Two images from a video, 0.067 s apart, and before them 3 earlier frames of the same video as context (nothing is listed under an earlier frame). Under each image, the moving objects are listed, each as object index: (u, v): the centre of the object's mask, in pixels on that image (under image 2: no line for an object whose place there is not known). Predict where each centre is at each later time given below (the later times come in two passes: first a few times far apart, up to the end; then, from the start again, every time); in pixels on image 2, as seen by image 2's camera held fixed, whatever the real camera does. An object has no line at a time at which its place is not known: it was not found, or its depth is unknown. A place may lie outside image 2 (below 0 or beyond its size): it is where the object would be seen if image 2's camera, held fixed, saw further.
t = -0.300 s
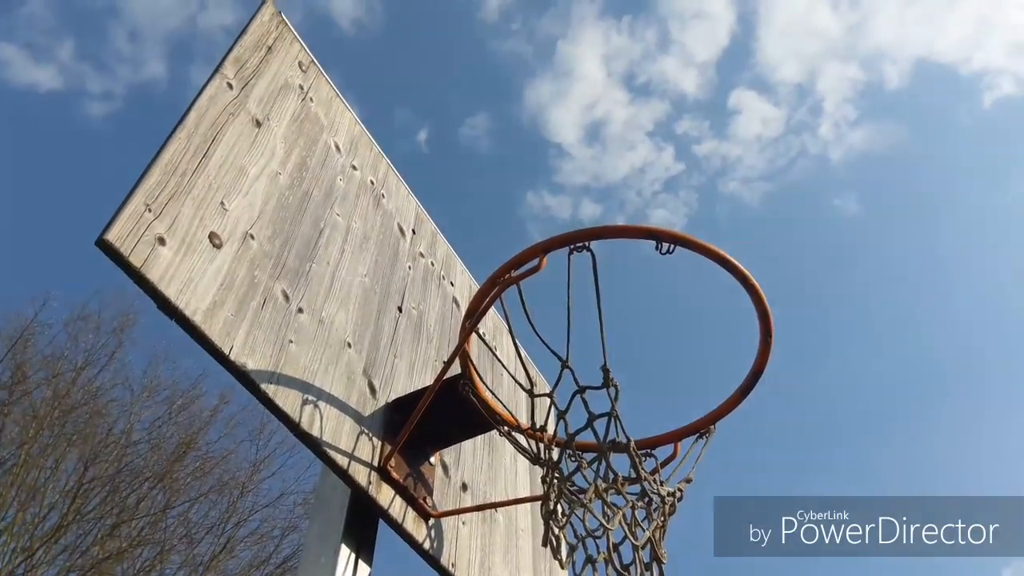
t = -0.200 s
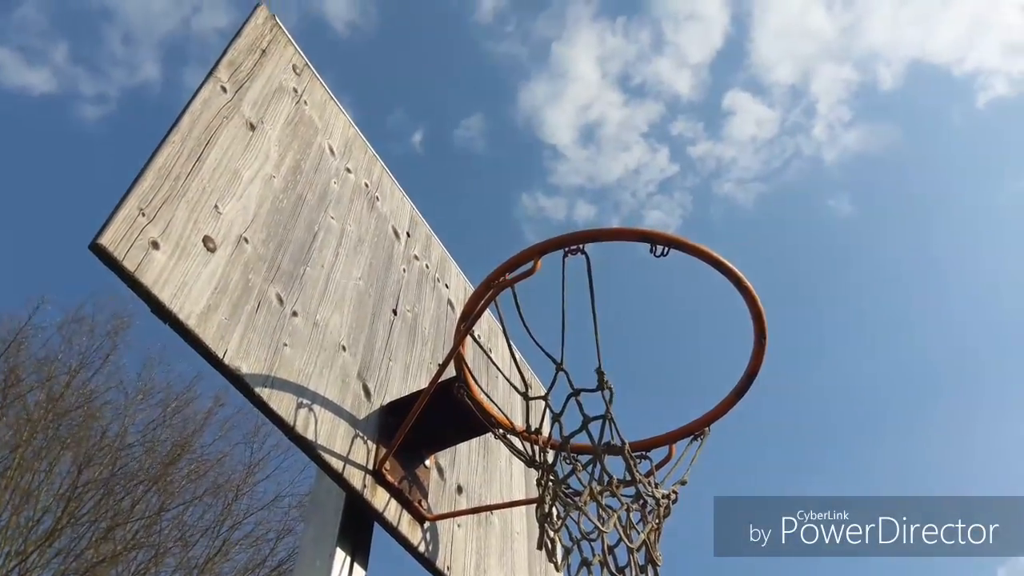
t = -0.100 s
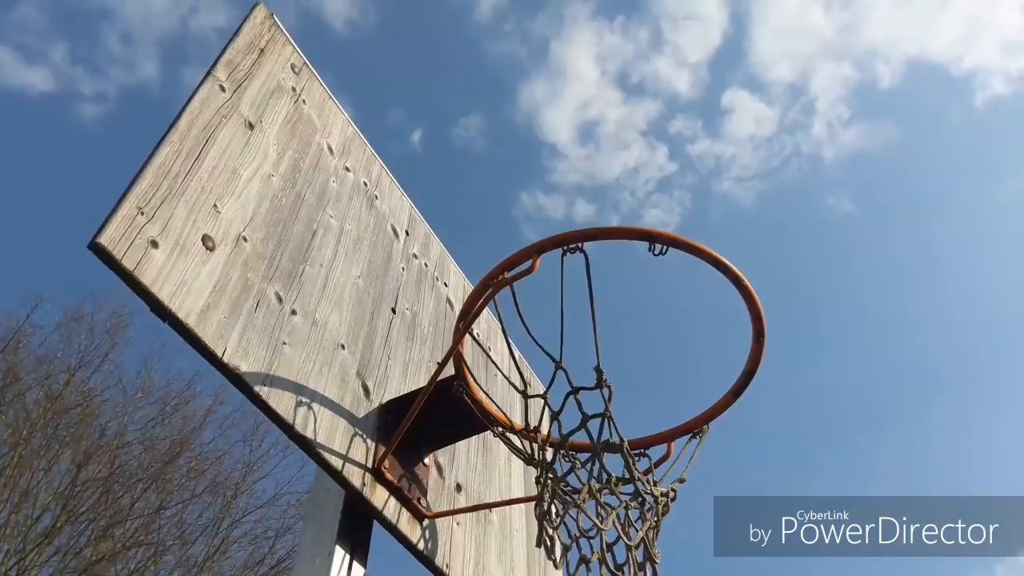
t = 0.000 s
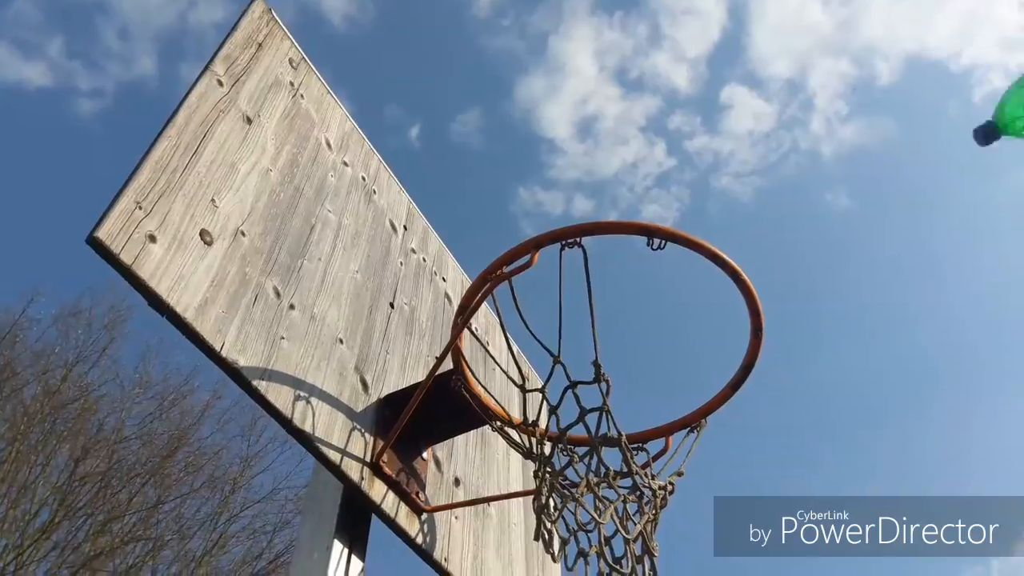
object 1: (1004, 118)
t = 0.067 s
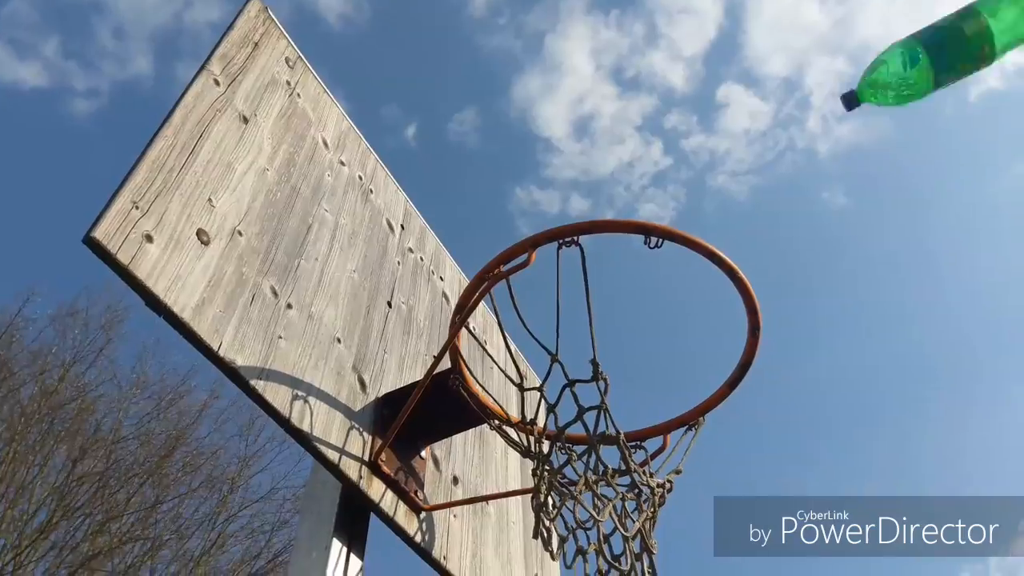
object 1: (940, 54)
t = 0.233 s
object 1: (758, 56)
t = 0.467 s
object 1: (601, 160)
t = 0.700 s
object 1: (526, 412)
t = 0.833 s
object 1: (671, 469)
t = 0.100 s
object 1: (902, 47)
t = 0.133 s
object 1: (857, 46)
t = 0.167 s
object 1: (819, 47)
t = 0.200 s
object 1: (787, 51)
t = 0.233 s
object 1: (758, 56)
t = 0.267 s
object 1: (732, 62)
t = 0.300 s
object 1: (709, 70)
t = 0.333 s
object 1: (687, 81)
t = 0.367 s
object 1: (664, 95)
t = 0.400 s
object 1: (642, 113)
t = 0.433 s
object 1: (622, 135)
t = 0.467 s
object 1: (601, 160)
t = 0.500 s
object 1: (579, 188)
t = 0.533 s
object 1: (555, 219)
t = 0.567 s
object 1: (539, 264)
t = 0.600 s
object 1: (523, 321)
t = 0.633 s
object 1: (494, 376)
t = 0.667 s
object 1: (499, 391)
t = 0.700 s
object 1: (526, 412)
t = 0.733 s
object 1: (564, 440)
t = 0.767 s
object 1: (602, 468)
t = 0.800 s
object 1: (641, 476)
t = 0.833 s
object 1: (671, 469)
